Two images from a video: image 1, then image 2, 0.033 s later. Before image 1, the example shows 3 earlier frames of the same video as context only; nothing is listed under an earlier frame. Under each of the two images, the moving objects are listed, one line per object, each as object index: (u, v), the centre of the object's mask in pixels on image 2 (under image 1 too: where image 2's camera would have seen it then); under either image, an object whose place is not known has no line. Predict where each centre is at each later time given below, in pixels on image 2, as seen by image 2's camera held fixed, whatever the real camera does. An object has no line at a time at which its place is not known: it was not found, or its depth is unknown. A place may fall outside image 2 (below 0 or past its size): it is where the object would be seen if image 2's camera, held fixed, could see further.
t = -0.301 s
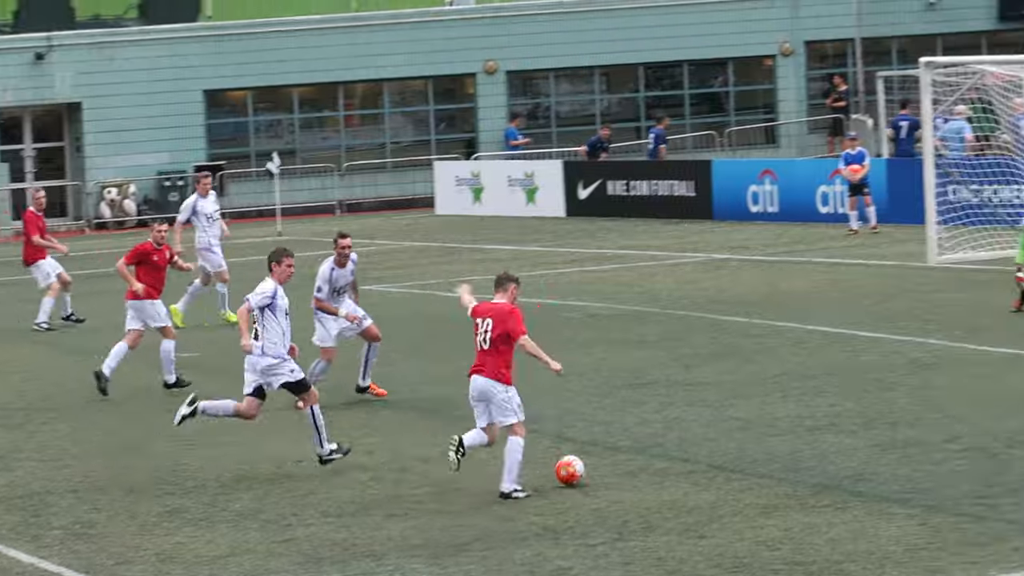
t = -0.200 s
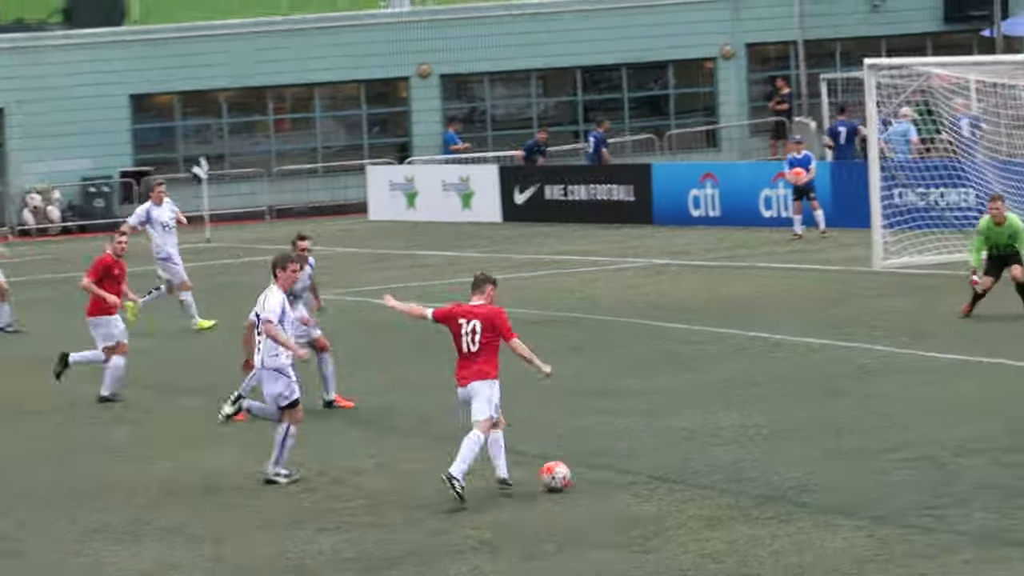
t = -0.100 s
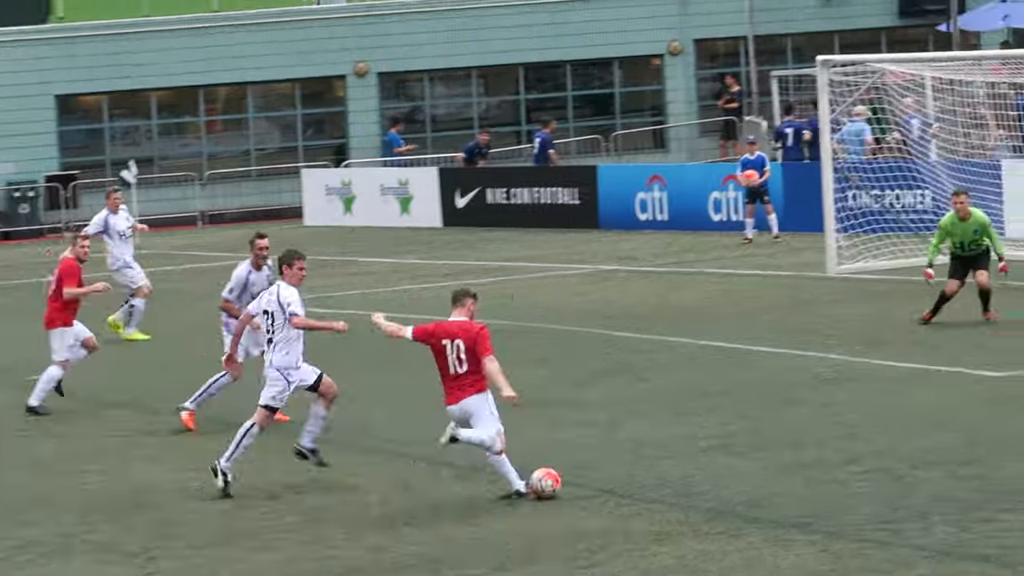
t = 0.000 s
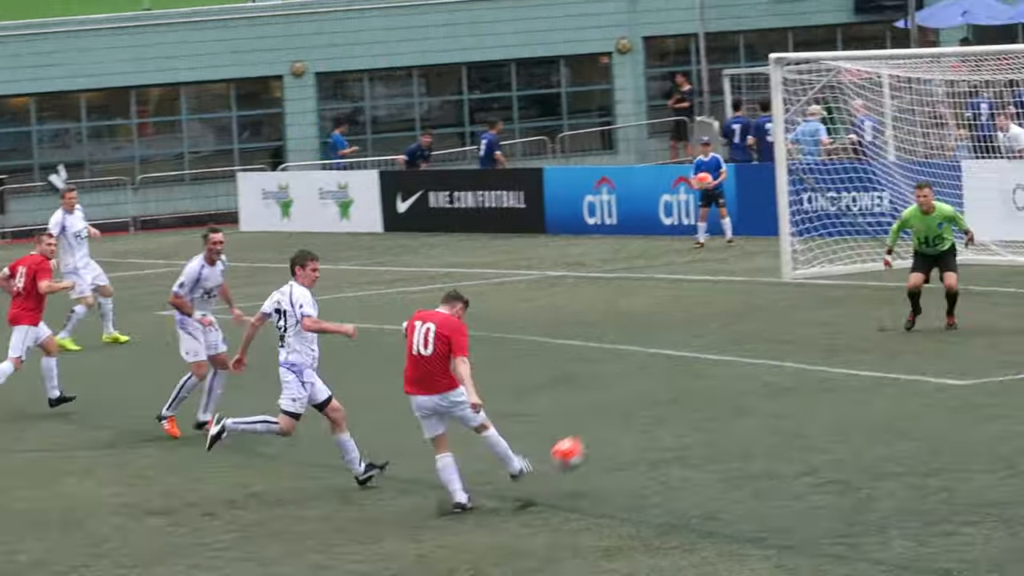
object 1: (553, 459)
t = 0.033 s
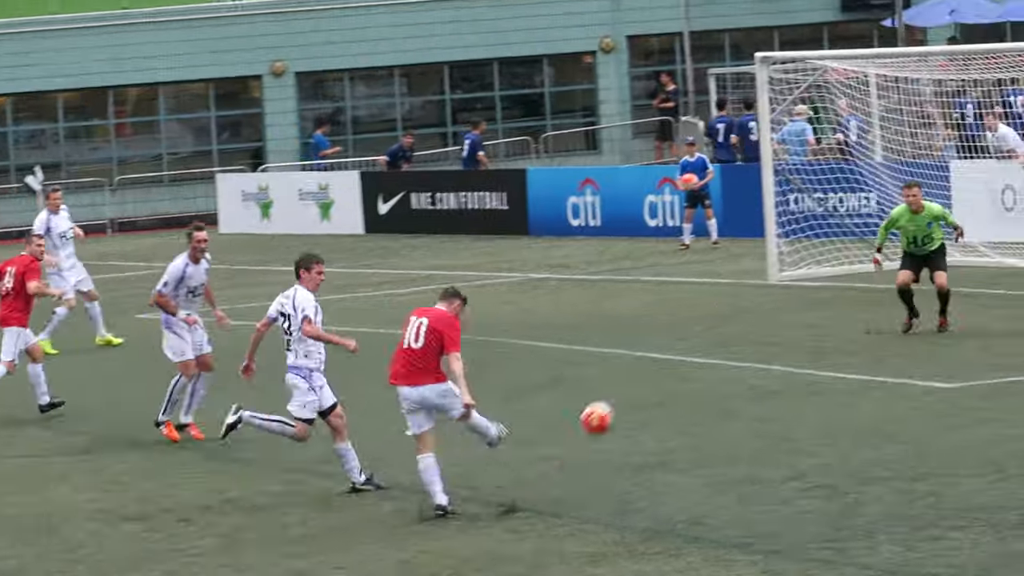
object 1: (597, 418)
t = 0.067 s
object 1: (639, 380)
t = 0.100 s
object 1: (681, 343)
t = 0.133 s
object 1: (721, 308)
